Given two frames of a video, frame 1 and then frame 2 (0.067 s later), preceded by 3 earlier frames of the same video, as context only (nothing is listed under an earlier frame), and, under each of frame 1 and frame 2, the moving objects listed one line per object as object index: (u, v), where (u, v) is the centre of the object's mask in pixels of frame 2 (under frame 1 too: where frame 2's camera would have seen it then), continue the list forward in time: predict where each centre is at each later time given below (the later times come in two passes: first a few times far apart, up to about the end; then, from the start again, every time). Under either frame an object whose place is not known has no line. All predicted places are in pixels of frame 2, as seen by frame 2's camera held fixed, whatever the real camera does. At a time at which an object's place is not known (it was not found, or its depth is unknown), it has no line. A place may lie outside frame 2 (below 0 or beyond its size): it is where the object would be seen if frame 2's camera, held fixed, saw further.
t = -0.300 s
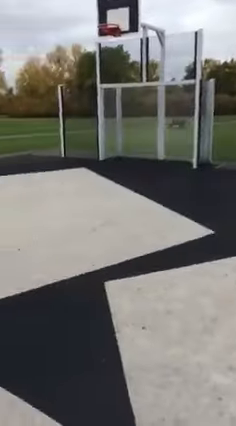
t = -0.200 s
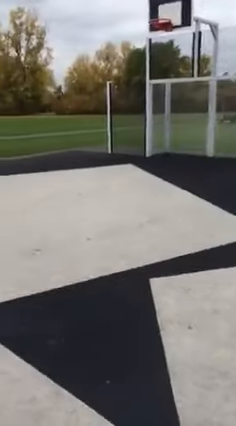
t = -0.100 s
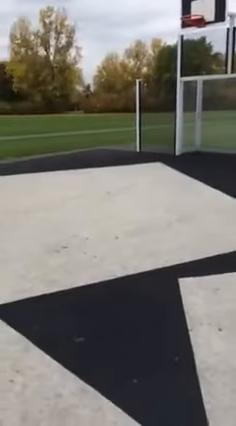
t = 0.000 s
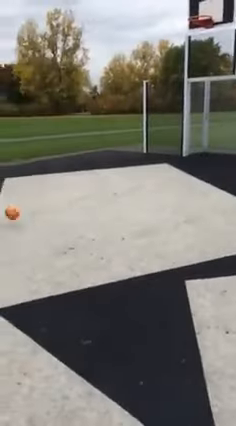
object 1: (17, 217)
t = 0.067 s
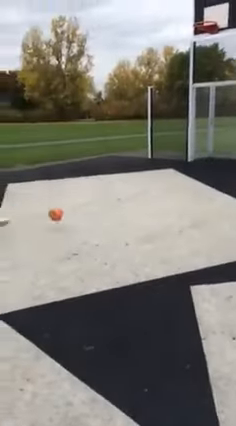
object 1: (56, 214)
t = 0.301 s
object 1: (196, 221)
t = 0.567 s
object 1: (319, 212)
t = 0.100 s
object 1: (75, 213)
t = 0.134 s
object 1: (96, 212)
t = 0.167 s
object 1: (116, 213)
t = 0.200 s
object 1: (136, 213)
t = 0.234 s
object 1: (156, 215)
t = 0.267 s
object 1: (177, 218)
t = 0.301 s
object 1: (196, 221)
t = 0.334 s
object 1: (212, 218)
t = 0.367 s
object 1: (229, 216)
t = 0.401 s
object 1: (246, 215)
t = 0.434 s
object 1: (261, 215)
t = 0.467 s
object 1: (277, 216)
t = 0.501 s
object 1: (291, 215)
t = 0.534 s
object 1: (305, 213)
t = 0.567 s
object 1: (319, 212)
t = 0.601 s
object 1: (330, 213)
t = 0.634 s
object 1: (342, 212)
